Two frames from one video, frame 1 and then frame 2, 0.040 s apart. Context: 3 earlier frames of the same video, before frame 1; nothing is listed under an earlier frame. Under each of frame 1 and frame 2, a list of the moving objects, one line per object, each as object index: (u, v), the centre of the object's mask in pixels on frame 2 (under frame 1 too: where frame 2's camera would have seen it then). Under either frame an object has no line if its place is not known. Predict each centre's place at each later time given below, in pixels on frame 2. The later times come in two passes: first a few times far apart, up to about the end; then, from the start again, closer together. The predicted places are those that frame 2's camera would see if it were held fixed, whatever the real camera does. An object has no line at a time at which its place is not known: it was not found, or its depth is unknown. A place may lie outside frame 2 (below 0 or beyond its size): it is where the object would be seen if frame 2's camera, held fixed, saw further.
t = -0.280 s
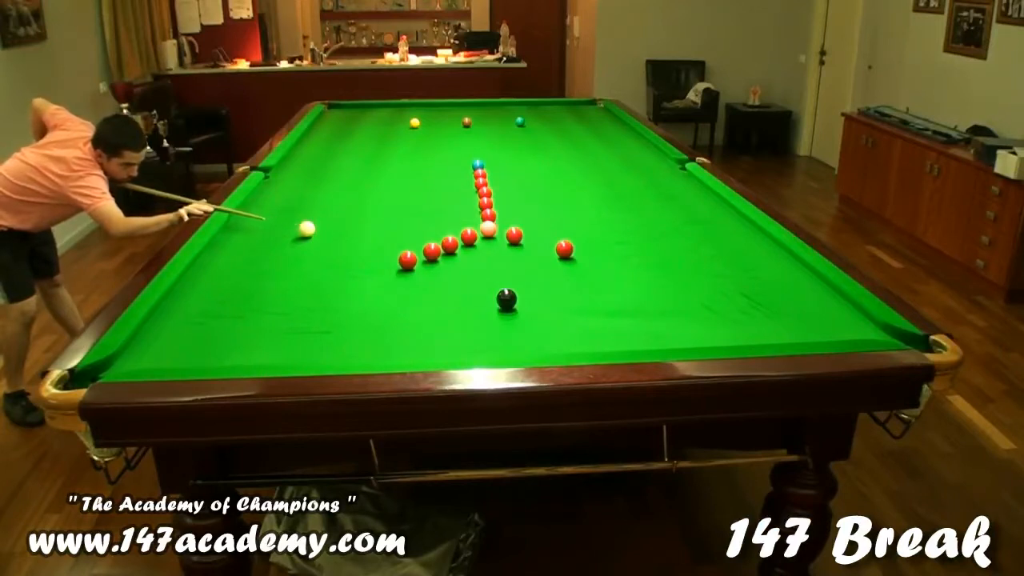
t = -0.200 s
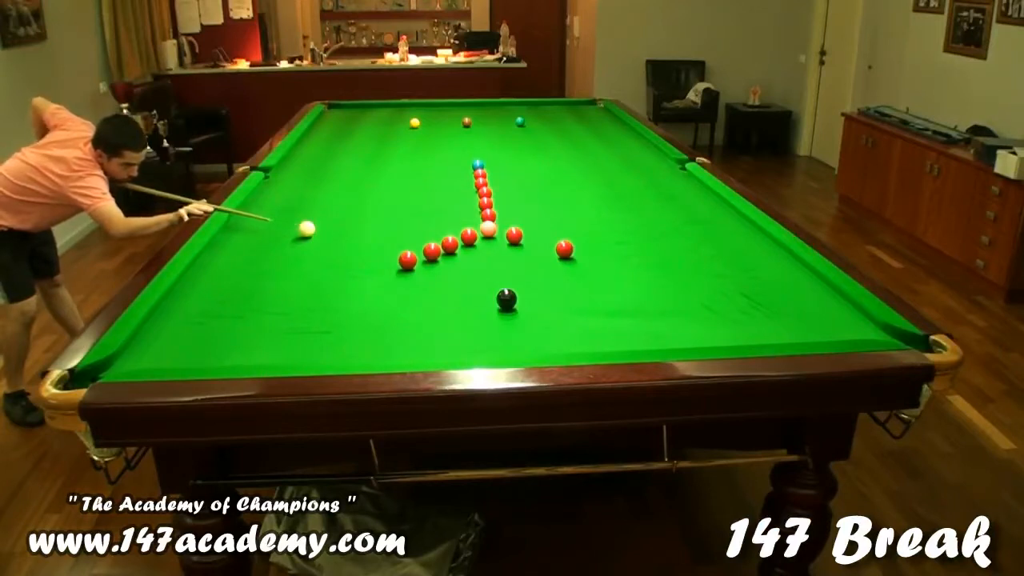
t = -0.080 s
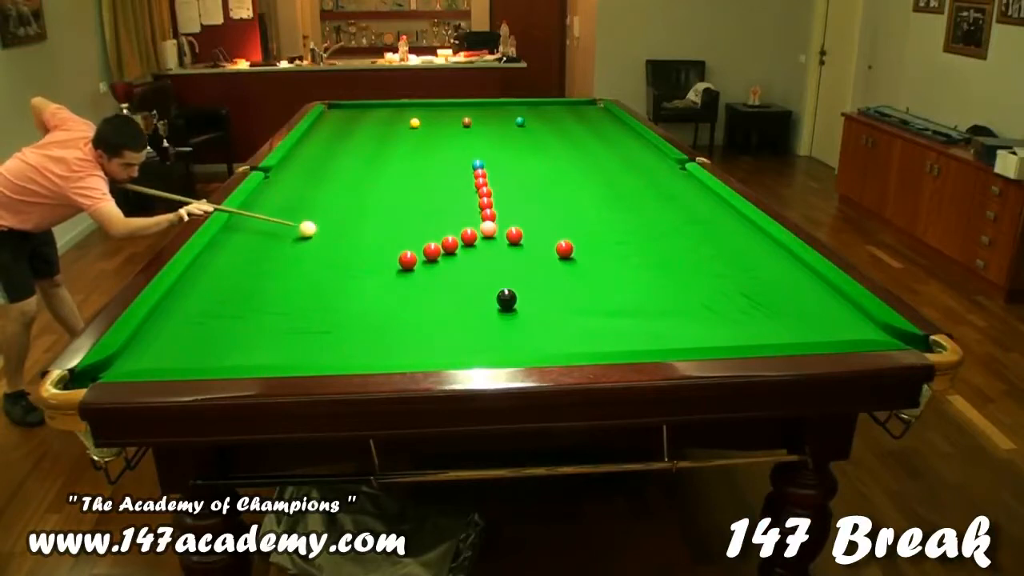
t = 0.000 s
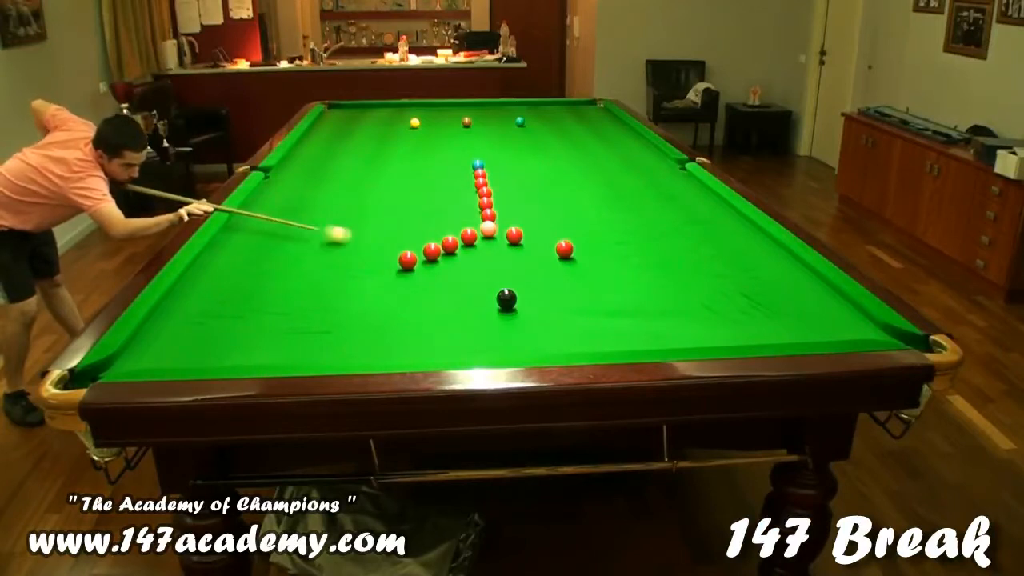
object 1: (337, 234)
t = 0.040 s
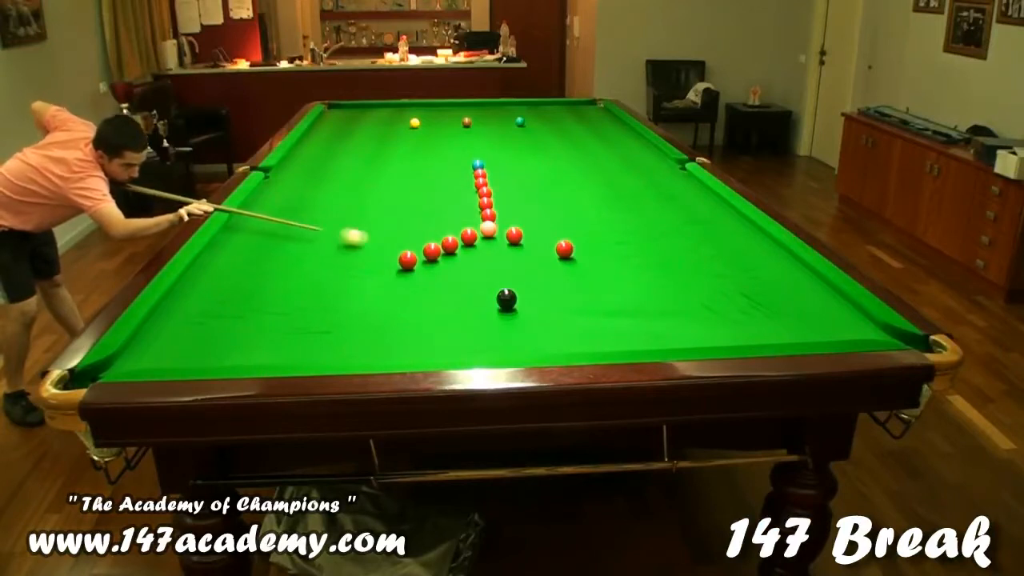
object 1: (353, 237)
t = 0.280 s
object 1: (421, 249)
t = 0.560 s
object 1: (451, 255)
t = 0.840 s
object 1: (482, 260)
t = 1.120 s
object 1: (510, 264)
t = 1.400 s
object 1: (538, 268)
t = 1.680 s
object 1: (563, 272)
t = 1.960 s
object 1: (587, 276)
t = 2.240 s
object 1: (609, 280)
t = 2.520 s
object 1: (628, 283)
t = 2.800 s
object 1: (645, 285)
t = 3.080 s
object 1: (660, 288)
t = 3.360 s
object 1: (672, 290)
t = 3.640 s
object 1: (681, 291)
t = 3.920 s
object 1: (688, 292)
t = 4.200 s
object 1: (692, 293)
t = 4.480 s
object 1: (693, 293)
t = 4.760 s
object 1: (692, 292)
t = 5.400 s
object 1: (692, 292)
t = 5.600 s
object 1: (692, 293)
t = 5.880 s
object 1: (692, 293)
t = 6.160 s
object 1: (692, 293)
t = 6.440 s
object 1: (692, 293)
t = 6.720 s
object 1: (692, 293)
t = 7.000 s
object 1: (692, 293)
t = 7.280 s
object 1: (692, 293)
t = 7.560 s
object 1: (692, 293)
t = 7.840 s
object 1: (692, 293)
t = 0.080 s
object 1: (369, 240)
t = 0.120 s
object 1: (386, 243)
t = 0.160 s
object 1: (402, 244)
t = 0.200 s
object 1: (416, 247)
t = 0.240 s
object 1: (418, 248)
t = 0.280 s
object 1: (421, 249)
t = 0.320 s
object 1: (424, 250)
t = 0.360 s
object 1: (428, 251)
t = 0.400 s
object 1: (433, 252)
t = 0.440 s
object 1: (437, 253)
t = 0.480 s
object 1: (442, 253)
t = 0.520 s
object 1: (446, 254)
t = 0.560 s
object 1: (451, 255)
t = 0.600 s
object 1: (455, 255)
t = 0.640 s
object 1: (460, 256)
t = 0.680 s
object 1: (464, 256)
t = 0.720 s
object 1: (468, 257)
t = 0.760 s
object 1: (473, 258)
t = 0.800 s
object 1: (477, 259)
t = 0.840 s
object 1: (482, 260)
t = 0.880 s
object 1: (486, 260)
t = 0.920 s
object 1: (490, 261)
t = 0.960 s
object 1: (494, 261)
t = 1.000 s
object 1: (498, 262)
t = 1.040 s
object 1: (502, 262)
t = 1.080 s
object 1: (506, 263)
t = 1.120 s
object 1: (510, 264)
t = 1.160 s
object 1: (514, 265)
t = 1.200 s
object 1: (518, 265)
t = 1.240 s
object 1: (522, 266)
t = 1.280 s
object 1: (526, 266)
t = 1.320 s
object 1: (530, 267)
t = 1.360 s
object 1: (534, 268)
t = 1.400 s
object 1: (538, 268)
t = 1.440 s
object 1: (541, 269)
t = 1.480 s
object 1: (545, 269)
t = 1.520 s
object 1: (549, 270)
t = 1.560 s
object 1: (553, 271)
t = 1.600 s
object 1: (556, 271)
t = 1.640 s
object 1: (559, 272)
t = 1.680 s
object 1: (563, 272)
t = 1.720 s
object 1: (567, 273)
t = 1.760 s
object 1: (570, 273)
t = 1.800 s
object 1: (574, 274)
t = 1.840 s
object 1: (577, 274)
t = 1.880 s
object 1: (580, 275)
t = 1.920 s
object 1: (584, 276)
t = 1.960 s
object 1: (587, 276)
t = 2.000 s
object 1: (590, 277)
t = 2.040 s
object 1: (593, 277)
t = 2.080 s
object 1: (597, 278)
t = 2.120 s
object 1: (600, 278)
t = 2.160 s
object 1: (603, 279)
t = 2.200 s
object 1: (606, 279)
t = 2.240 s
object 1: (609, 280)
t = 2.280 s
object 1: (611, 280)
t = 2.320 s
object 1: (614, 281)
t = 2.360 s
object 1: (617, 281)
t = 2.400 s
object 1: (620, 281)
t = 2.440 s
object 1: (623, 282)
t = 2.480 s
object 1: (625, 282)
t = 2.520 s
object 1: (628, 283)
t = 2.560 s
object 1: (631, 283)
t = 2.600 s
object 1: (633, 284)
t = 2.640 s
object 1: (636, 284)
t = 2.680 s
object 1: (638, 284)
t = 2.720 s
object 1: (640, 285)
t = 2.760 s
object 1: (643, 285)
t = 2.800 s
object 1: (645, 285)
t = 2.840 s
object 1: (647, 286)
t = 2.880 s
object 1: (649, 286)
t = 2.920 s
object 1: (652, 286)
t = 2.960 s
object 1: (654, 287)
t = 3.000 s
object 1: (656, 287)
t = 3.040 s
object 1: (658, 287)
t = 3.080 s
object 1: (660, 288)
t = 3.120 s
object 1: (661, 288)
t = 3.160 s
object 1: (663, 288)
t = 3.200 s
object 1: (665, 289)
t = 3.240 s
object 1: (667, 289)
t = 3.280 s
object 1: (668, 289)
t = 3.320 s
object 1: (670, 289)
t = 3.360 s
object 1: (672, 290)
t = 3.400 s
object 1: (673, 290)
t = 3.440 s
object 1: (675, 290)
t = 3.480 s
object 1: (676, 290)
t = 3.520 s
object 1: (677, 291)
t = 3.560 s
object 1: (678, 291)
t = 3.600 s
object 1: (680, 291)
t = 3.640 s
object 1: (681, 291)
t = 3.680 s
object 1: (682, 291)
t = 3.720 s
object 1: (683, 291)
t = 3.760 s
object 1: (684, 292)
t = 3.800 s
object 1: (685, 292)
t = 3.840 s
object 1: (686, 292)
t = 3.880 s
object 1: (687, 292)
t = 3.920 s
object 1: (688, 292)
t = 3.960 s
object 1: (688, 292)
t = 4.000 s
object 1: (689, 292)
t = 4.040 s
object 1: (689, 292)
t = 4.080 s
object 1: (690, 292)
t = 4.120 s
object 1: (691, 292)
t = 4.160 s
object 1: (691, 293)
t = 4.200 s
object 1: (692, 293)
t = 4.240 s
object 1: (692, 293)
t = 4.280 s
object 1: (693, 293)
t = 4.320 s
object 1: (693, 293)
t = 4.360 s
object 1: (693, 293)
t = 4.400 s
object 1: (693, 293)
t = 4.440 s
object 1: (693, 293)
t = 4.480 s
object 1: (693, 293)
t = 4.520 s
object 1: (693, 293)
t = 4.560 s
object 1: (693, 293)
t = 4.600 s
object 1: (693, 293)
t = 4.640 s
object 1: (693, 292)
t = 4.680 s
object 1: (693, 293)
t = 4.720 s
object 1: (692, 292)
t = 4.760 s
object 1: (692, 292)
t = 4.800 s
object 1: (692, 292)
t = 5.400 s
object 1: (692, 292)
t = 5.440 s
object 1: (692, 293)
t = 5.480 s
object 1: (692, 293)
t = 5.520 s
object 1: (692, 292)
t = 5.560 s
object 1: (692, 293)
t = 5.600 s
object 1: (692, 293)
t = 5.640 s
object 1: (692, 293)
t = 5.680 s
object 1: (692, 293)
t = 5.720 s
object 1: (692, 293)
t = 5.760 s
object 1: (692, 293)
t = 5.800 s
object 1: (692, 293)
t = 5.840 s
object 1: (692, 293)
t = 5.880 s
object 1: (692, 293)
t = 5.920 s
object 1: (692, 293)
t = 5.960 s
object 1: (692, 293)
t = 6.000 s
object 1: (692, 293)
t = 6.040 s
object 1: (692, 293)
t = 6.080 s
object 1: (692, 293)
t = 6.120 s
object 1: (692, 293)
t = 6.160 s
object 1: (692, 293)
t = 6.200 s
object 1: (692, 293)
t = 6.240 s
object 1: (692, 293)
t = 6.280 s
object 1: (692, 293)
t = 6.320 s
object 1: (692, 293)
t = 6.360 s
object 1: (692, 293)
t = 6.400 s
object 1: (692, 293)
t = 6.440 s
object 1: (692, 293)
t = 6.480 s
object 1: (692, 293)
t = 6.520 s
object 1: (692, 293)
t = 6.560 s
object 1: (692, 293)
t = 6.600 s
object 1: (692, 293)
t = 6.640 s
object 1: (692, 293)
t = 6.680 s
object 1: (692, 293)
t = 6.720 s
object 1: (692, 293)
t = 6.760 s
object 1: (692, 293)
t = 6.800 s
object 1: (692, 293)
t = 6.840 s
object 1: (692, 293)
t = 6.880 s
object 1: (692, 293)
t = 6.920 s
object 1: (692, 293)
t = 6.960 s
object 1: (692, 293)
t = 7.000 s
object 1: (692, 293)
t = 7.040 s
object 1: (692, 293)
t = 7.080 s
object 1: (692, 293)
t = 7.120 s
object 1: (692, 293)
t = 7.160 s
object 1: (692, 293)
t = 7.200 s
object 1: (692, 293)
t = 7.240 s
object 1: (692, 293)
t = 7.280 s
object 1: (692, 293)
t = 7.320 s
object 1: (692, 293)
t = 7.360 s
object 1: (692, 293)
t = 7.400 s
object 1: (692, 293)
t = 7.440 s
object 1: (692, 293)
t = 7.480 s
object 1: (692, 293)
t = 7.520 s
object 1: (692, 293)
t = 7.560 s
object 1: (692, 293)
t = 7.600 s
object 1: (692, 293)
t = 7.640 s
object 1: (692, 293)
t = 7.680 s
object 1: (692, 293)
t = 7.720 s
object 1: (692, 293)
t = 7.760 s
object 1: (692, 293)
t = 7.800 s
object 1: (692, 293)
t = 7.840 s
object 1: (692, 293)
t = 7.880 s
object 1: (692, 293)
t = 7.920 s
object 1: (692, 293)
